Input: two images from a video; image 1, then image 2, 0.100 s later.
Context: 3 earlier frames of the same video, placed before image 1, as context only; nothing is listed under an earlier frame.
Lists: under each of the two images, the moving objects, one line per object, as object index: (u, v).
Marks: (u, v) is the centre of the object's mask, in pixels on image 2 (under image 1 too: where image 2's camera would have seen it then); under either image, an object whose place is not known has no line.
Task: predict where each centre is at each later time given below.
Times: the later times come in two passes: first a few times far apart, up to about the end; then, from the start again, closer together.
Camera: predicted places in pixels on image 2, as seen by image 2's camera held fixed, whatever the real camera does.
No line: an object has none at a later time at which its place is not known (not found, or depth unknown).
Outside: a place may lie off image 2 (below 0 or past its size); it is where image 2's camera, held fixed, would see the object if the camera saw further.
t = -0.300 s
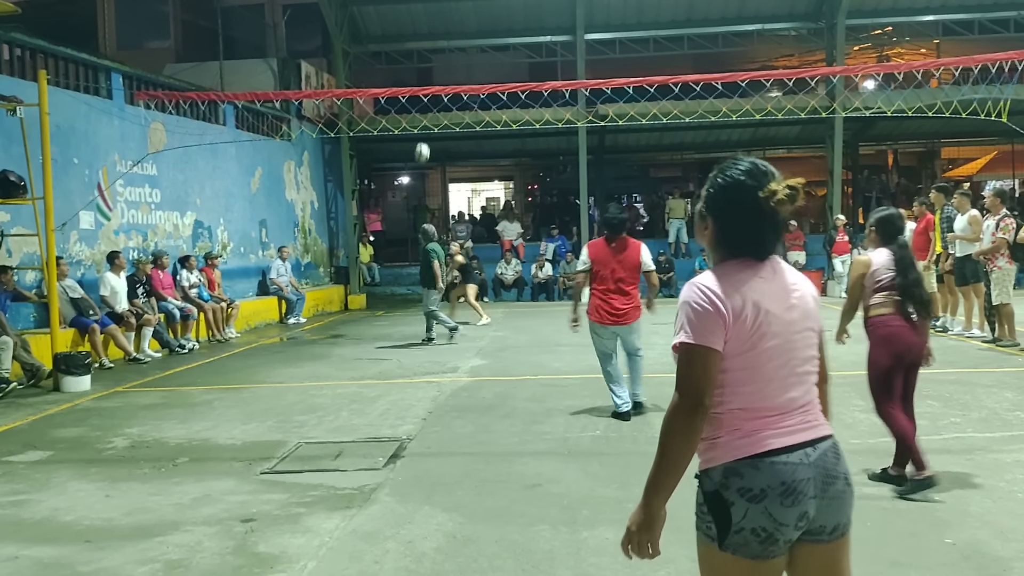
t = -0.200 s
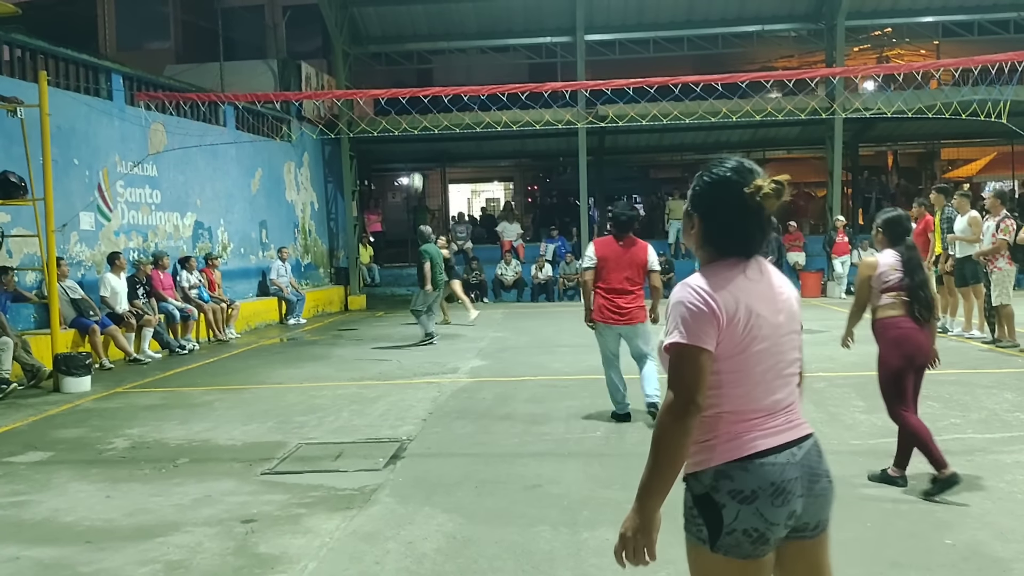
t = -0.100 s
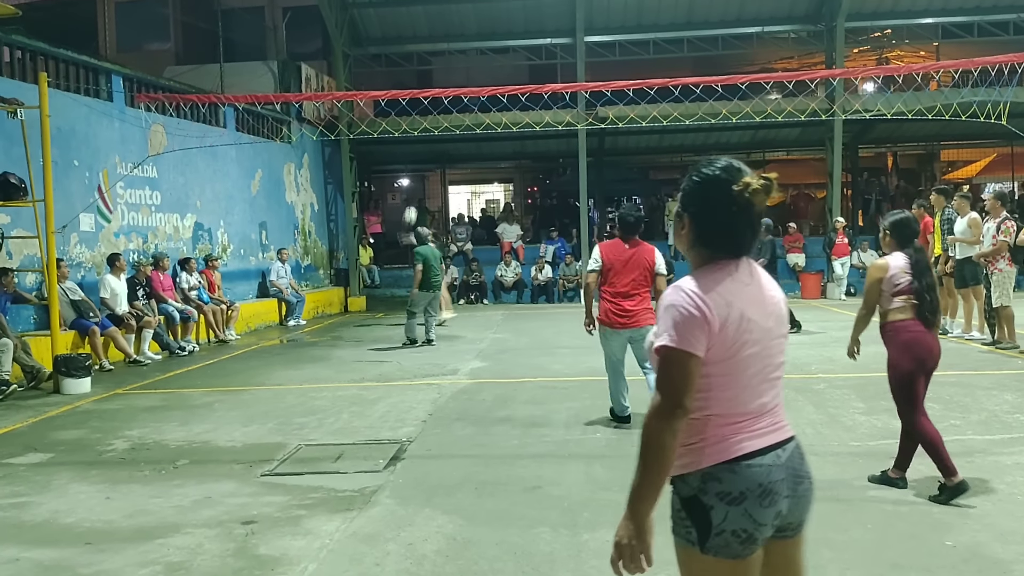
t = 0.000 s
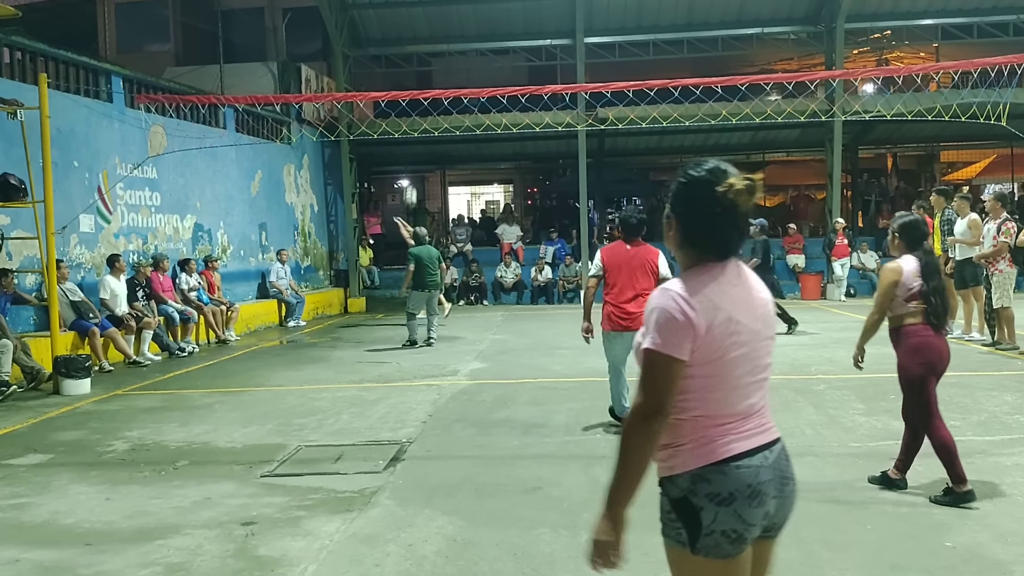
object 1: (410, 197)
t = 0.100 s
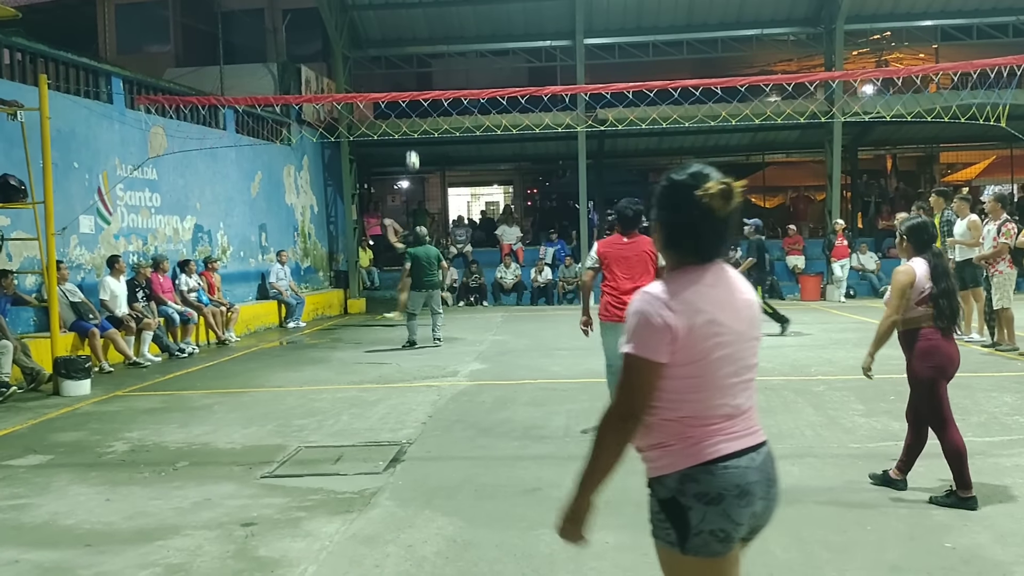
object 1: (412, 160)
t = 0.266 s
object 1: (418, 109)
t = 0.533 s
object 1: (428, 61)
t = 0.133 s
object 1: (413, 150)
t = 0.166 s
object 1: (414, 139)
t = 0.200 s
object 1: (416, 127)
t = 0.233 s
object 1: (417, 118)
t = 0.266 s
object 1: (418, 109)
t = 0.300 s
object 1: (418, 105)
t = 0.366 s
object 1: (421, 85)
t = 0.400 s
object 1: (422, 81)
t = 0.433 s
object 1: (423, 75)
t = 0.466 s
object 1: (425, 70)
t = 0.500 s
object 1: (426, 65)
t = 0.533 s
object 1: (428, 61)
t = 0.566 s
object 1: (429, 58)
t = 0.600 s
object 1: (431, 56)
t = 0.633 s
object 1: (432, 54)
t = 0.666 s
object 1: (434, 54)
